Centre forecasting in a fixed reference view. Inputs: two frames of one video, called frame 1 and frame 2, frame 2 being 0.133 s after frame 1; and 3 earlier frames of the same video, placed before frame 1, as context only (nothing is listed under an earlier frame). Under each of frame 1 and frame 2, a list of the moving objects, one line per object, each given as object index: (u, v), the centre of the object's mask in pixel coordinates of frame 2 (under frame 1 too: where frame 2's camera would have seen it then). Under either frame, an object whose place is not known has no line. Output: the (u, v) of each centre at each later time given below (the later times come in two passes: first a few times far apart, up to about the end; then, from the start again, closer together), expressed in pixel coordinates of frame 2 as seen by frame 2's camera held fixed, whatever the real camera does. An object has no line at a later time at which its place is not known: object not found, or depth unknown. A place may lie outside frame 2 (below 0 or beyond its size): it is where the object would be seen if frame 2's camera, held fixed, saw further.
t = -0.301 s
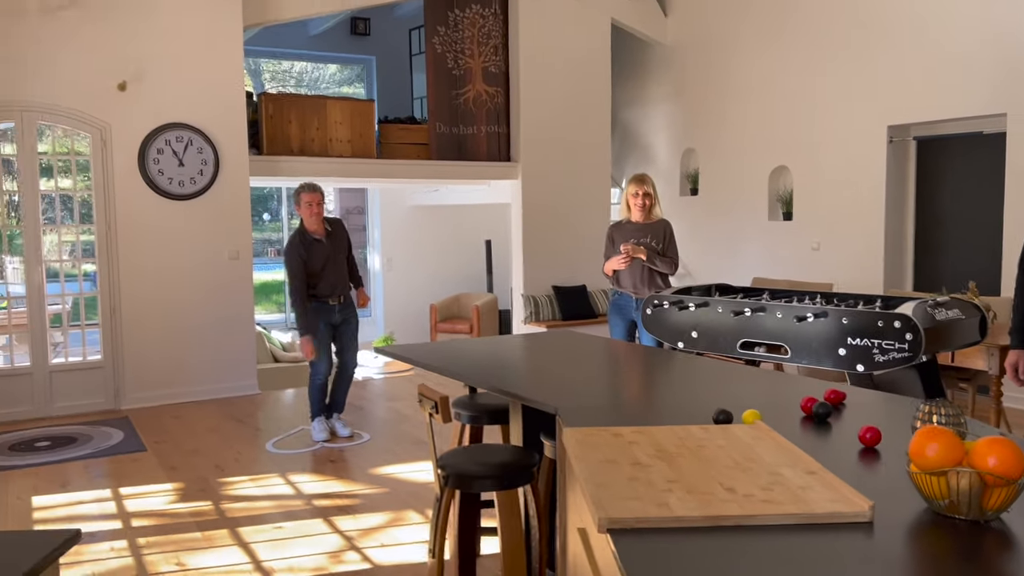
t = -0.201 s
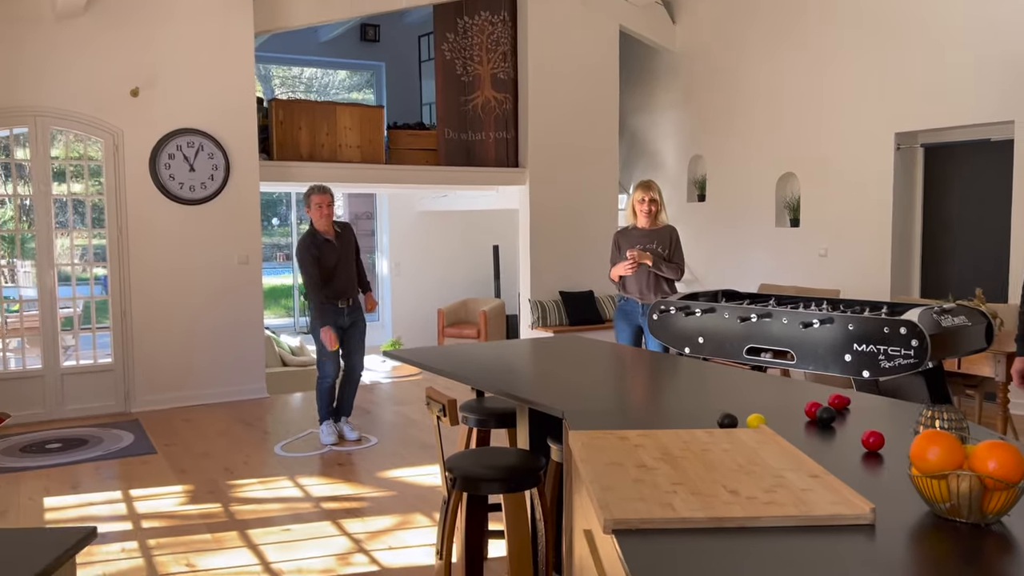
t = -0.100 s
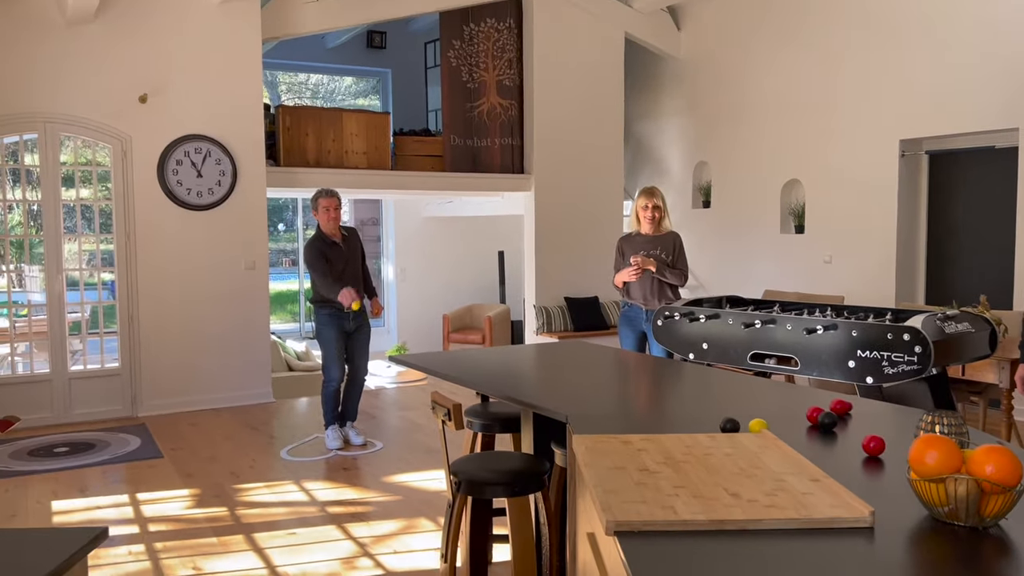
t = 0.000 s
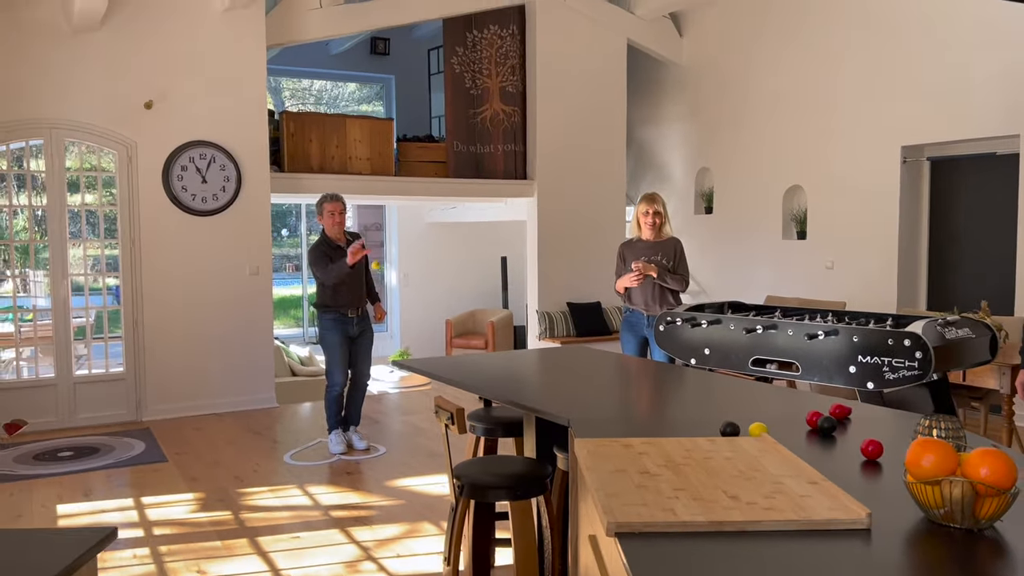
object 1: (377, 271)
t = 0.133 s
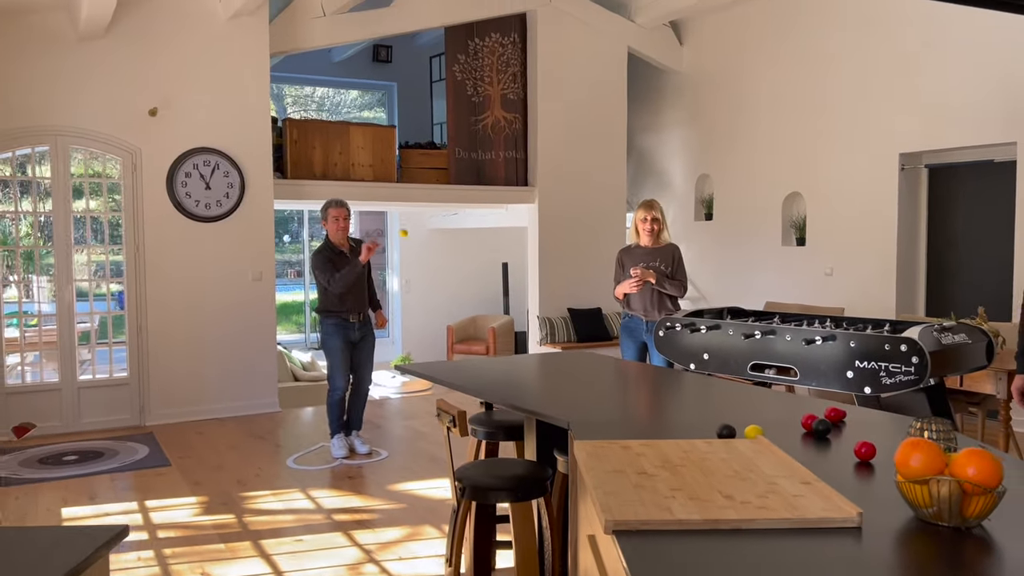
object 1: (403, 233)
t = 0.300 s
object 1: (440, 229)
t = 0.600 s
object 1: (517, 348)
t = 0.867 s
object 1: (558, 363)
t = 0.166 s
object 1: (410, 228)
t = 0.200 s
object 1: (417, 225)
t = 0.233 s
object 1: (425, 224)
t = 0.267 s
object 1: (432, 225)
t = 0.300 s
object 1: (440, 229)
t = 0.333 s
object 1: (448, 235)
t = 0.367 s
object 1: (457, 243)
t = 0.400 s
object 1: (465, 254)
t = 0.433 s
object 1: (474, 268)
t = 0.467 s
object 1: (483, 285)
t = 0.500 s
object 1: (493, 305)
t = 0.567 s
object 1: (512, 354)
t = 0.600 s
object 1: (517, 348)
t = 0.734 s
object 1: (538, 349)
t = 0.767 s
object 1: (543, 357)
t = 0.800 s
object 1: (548, 360)
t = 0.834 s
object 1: (553, 360)
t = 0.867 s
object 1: (558, 363)
